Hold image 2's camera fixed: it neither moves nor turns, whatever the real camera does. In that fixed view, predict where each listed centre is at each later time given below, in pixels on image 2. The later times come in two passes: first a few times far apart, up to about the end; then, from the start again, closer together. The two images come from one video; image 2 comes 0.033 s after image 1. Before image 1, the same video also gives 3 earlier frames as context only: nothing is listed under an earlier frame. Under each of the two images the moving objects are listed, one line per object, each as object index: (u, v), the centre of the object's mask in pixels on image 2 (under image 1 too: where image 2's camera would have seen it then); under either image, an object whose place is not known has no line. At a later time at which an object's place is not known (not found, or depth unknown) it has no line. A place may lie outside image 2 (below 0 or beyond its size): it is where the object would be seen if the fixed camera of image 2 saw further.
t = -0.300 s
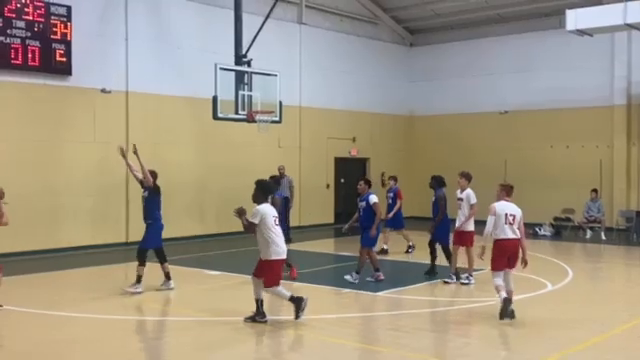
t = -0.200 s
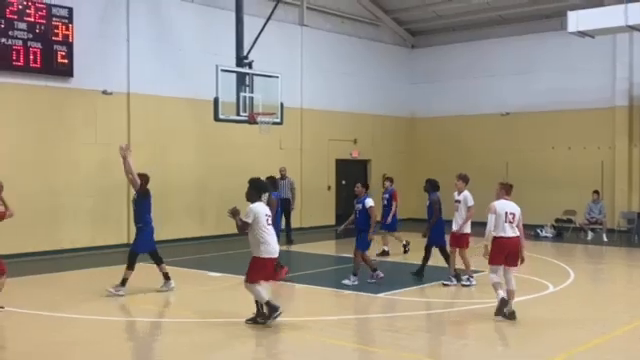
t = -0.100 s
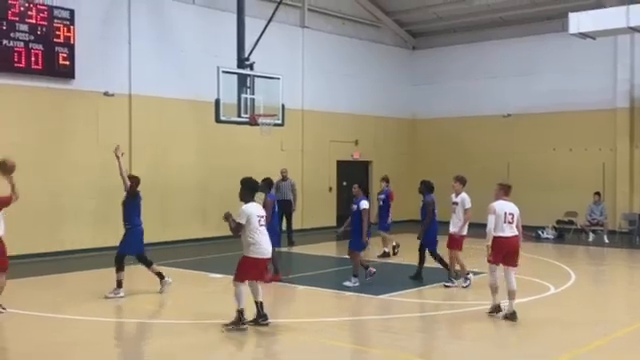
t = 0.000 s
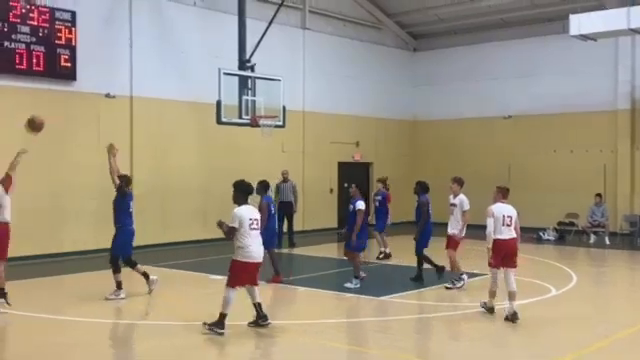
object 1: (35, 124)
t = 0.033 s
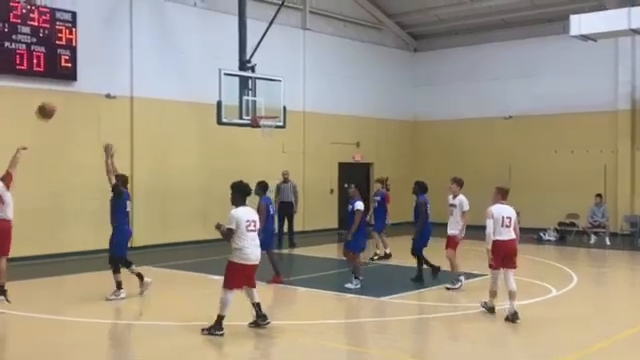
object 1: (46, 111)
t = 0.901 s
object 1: (239, 54)
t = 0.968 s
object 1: (253, 65)
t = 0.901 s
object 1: (239, 54)
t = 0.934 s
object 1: (247, 61)
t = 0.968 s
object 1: (253, 65)
